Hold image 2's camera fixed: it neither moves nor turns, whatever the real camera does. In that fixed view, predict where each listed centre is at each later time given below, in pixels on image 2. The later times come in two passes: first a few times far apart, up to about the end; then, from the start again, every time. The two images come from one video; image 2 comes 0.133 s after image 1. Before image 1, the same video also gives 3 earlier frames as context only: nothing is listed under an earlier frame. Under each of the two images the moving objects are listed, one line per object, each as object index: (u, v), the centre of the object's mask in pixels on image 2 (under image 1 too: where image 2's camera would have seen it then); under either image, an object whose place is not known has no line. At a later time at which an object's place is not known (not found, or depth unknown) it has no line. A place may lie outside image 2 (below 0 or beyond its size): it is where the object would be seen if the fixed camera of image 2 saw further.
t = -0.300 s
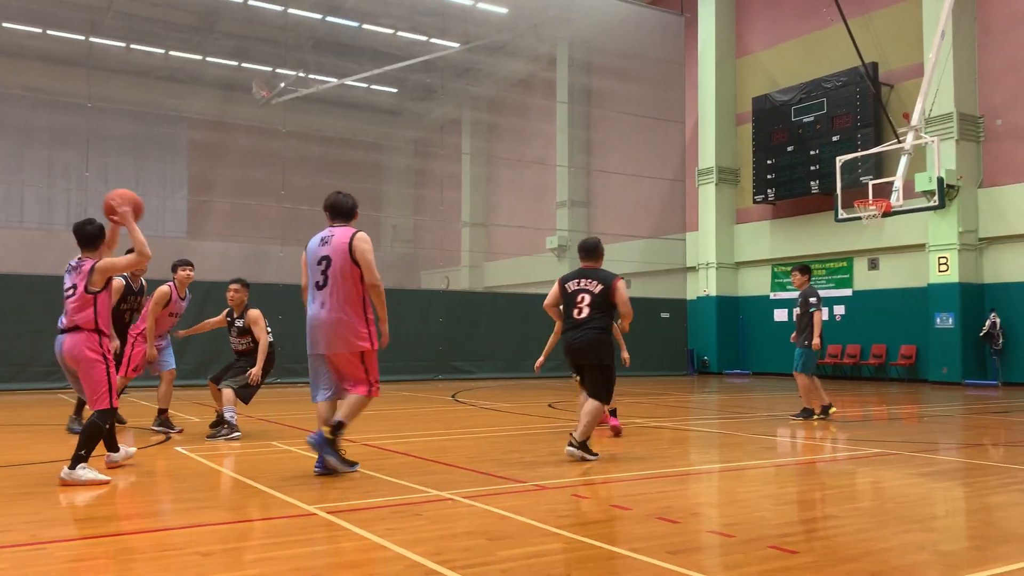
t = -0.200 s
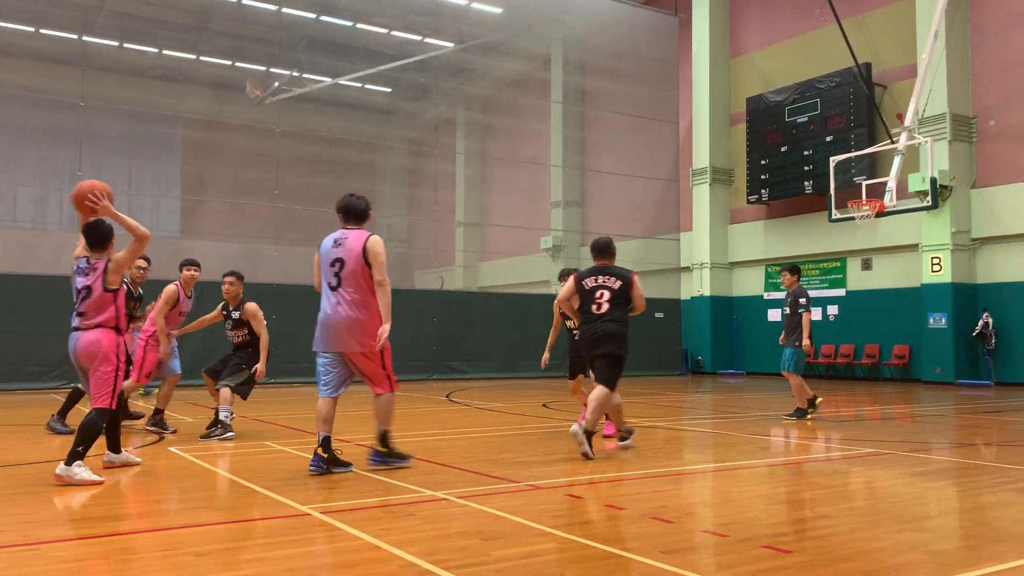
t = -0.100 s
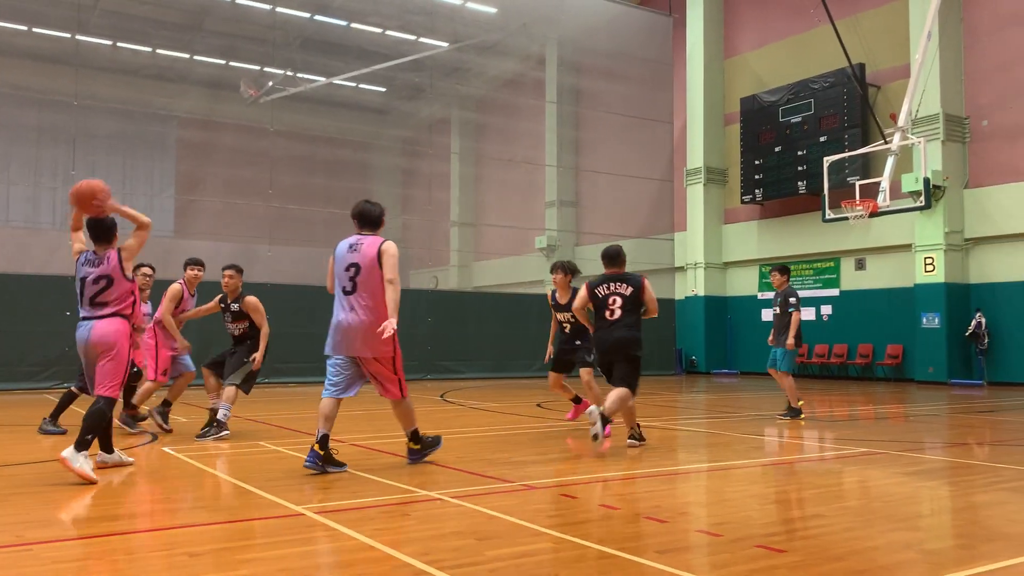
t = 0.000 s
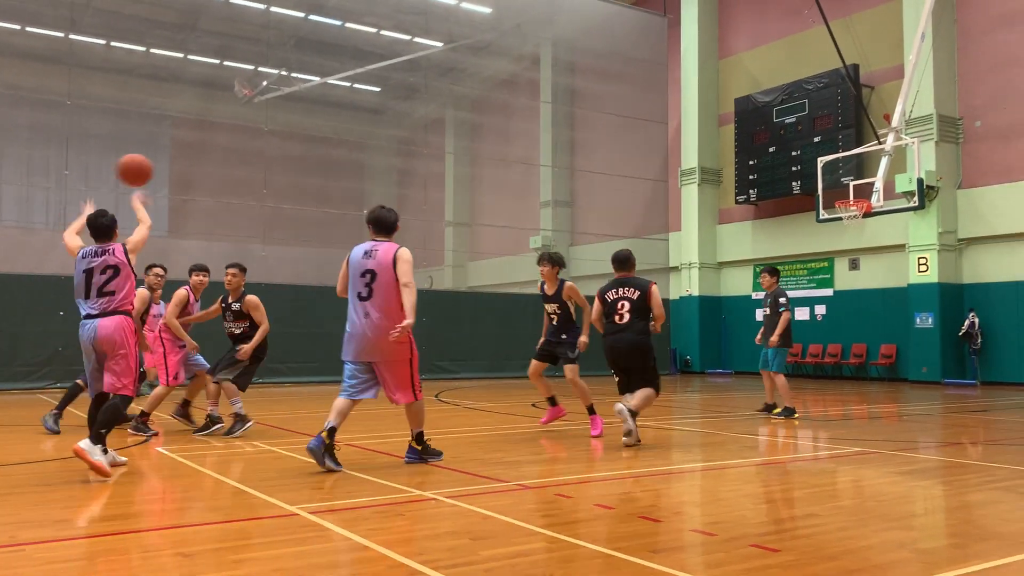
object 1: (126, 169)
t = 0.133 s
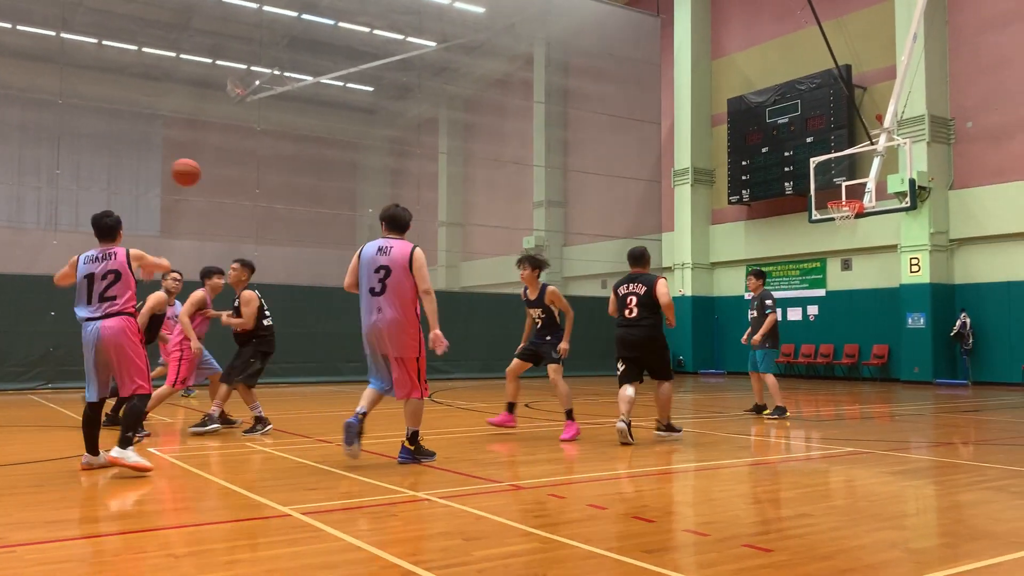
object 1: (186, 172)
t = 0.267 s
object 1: (228, 191)
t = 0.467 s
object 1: (271, 237)
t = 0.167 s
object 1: (197, 176)
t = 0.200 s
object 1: (209, 180)
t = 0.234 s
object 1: (219, 185)
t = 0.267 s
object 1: (228, 191)
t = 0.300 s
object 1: (236, 198)
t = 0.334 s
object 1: (244, 205)
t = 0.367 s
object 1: (251, 212)
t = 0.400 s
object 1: (258, 220)
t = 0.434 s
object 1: (265, 228)
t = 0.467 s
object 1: (271, 237)
